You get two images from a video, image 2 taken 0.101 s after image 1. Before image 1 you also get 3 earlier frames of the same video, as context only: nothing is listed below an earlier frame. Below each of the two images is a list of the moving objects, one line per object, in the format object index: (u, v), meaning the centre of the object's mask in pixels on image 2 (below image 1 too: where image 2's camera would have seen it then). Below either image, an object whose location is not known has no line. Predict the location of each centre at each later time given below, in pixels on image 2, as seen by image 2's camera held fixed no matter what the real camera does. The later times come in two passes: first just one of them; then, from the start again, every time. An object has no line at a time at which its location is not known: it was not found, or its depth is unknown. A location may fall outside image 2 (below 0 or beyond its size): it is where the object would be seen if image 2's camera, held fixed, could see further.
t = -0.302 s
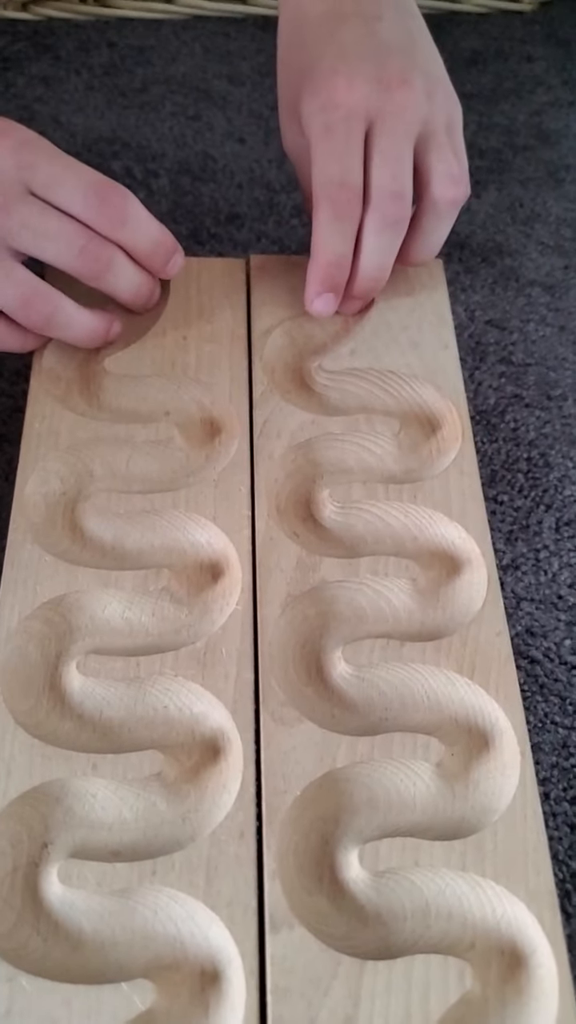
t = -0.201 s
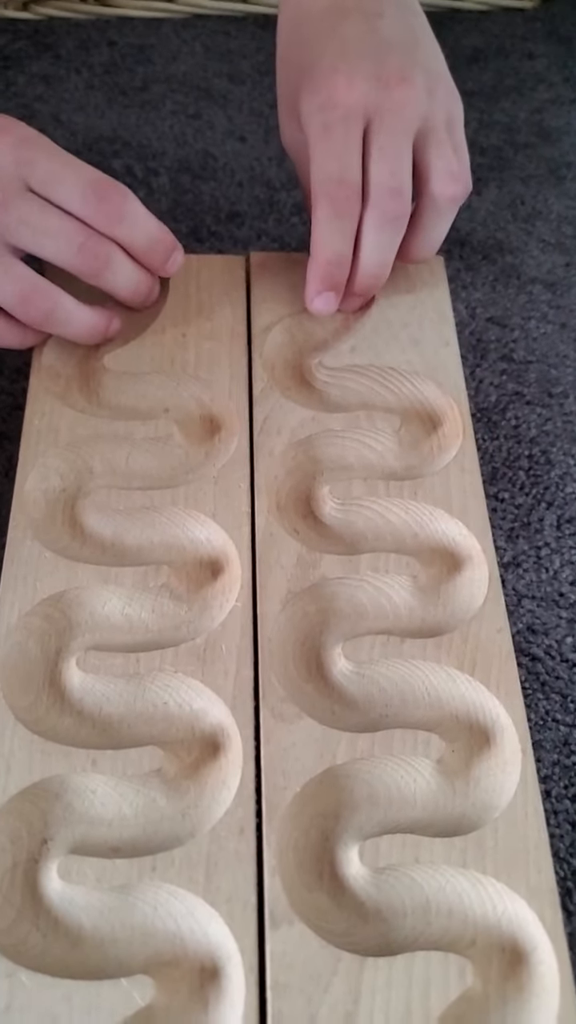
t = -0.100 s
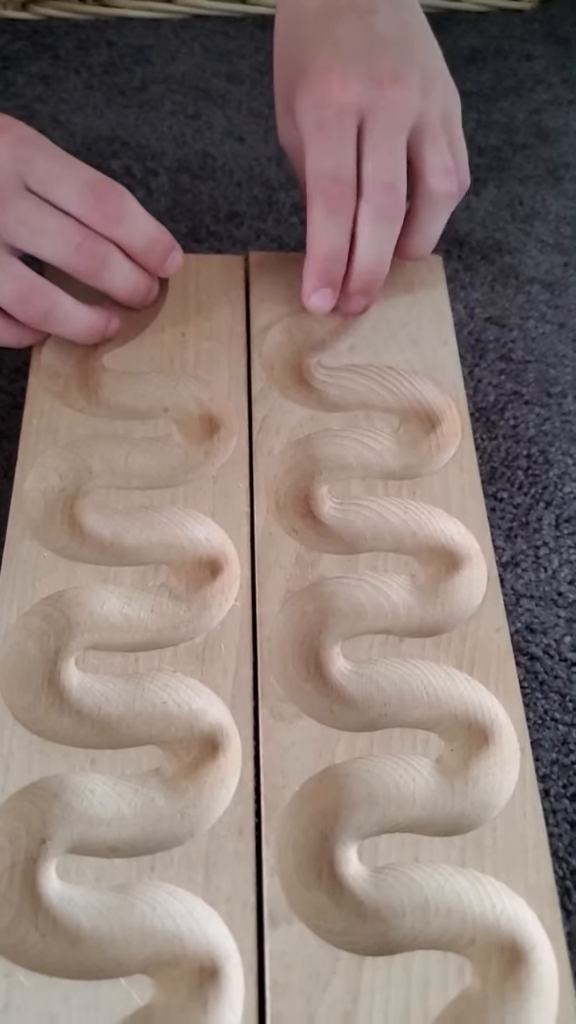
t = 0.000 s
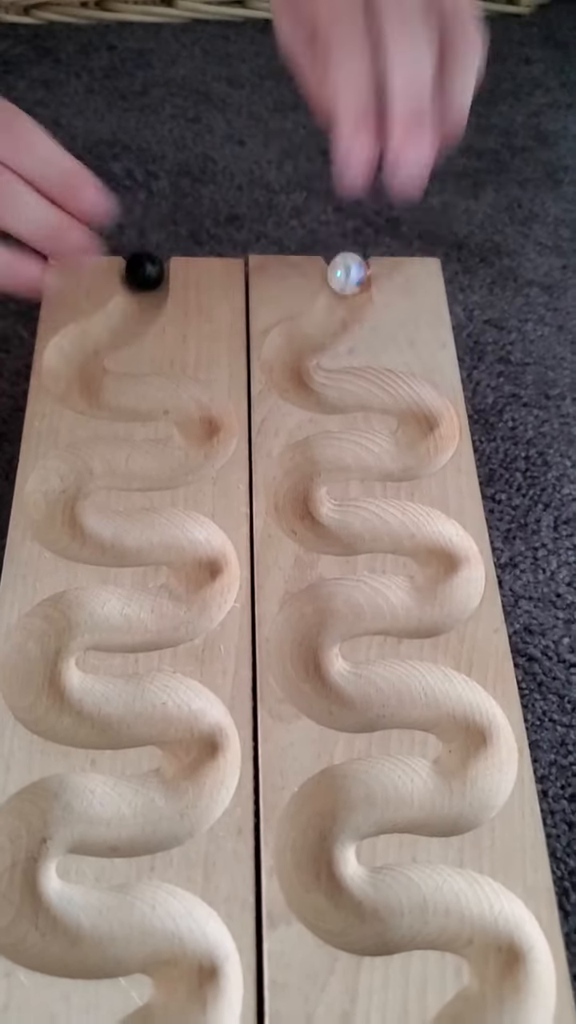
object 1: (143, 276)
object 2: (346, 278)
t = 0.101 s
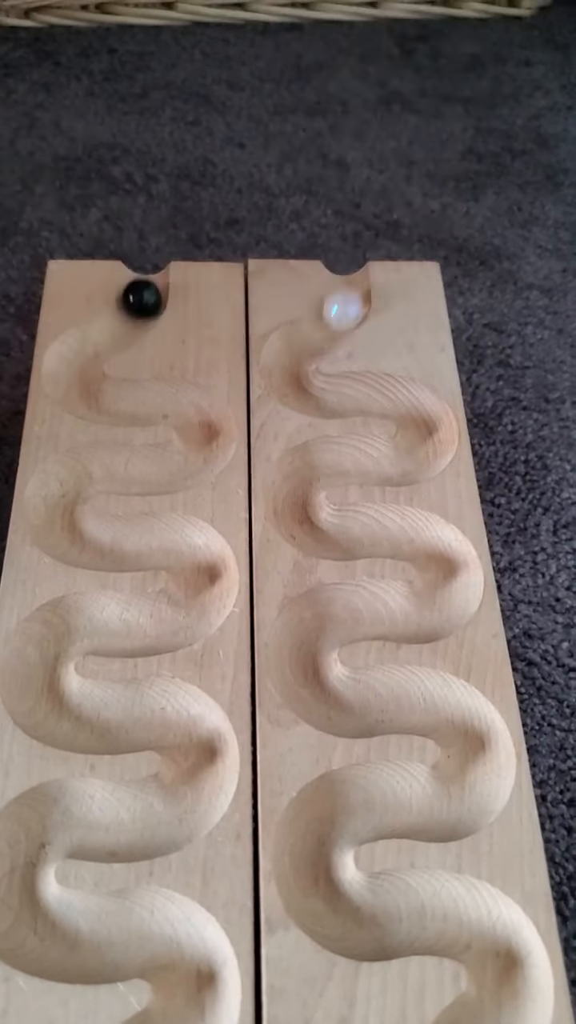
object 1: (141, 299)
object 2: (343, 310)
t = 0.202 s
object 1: (110, 334)
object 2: (291, 348)
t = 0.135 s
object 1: (138, 311)
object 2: (334, 327)
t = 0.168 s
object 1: (127, 322)
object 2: (316, 337)
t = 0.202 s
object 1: (110, 334)
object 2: (291, 348)
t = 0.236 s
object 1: (67, 358)
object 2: (289, 377)
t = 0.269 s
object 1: (61, 372)
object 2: (305, 392)
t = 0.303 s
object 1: (76, 391)
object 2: (325, 399)
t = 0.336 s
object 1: (94, 403)
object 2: (346, 397)
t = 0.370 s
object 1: (116, 407)
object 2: (366, 392)
